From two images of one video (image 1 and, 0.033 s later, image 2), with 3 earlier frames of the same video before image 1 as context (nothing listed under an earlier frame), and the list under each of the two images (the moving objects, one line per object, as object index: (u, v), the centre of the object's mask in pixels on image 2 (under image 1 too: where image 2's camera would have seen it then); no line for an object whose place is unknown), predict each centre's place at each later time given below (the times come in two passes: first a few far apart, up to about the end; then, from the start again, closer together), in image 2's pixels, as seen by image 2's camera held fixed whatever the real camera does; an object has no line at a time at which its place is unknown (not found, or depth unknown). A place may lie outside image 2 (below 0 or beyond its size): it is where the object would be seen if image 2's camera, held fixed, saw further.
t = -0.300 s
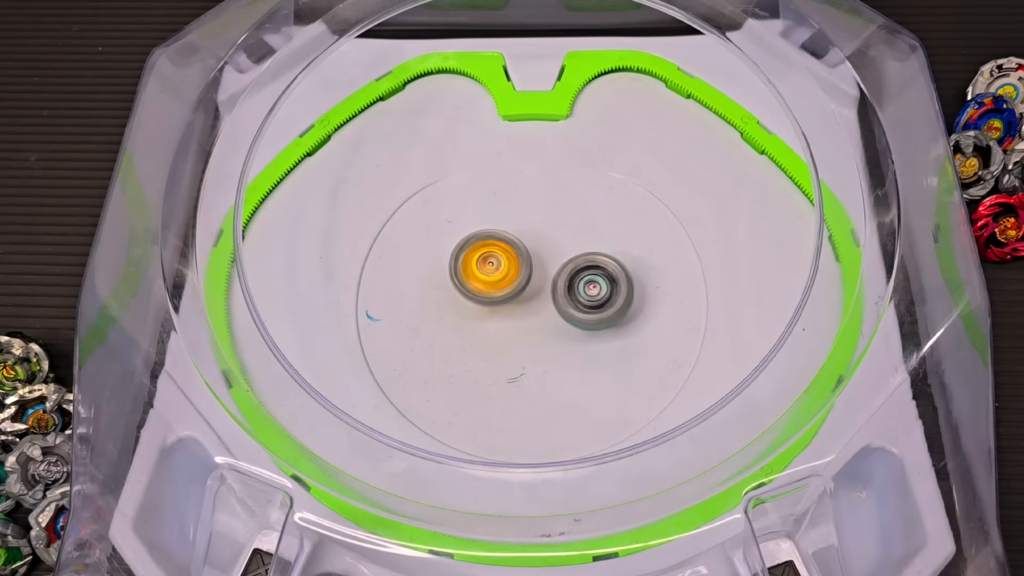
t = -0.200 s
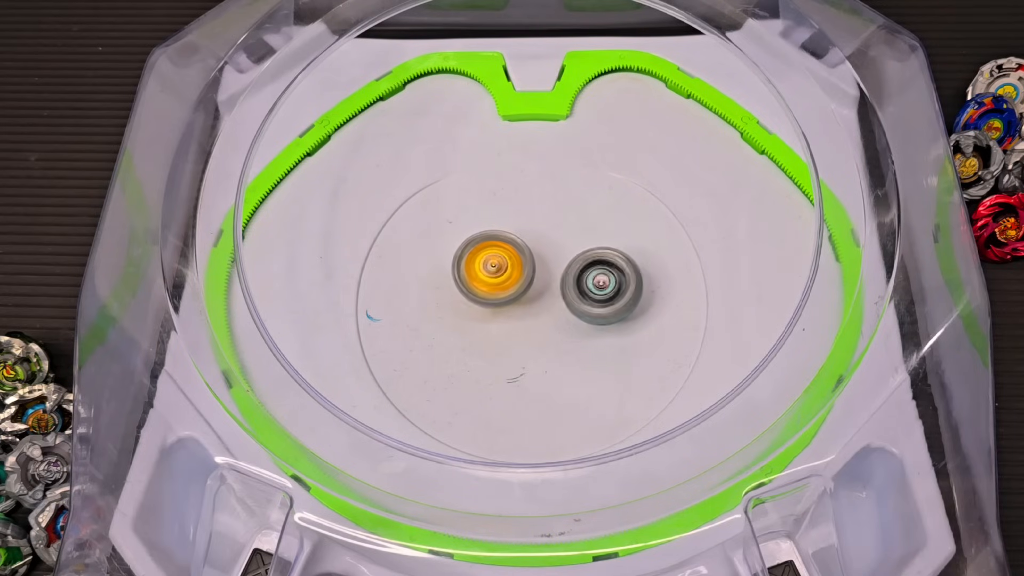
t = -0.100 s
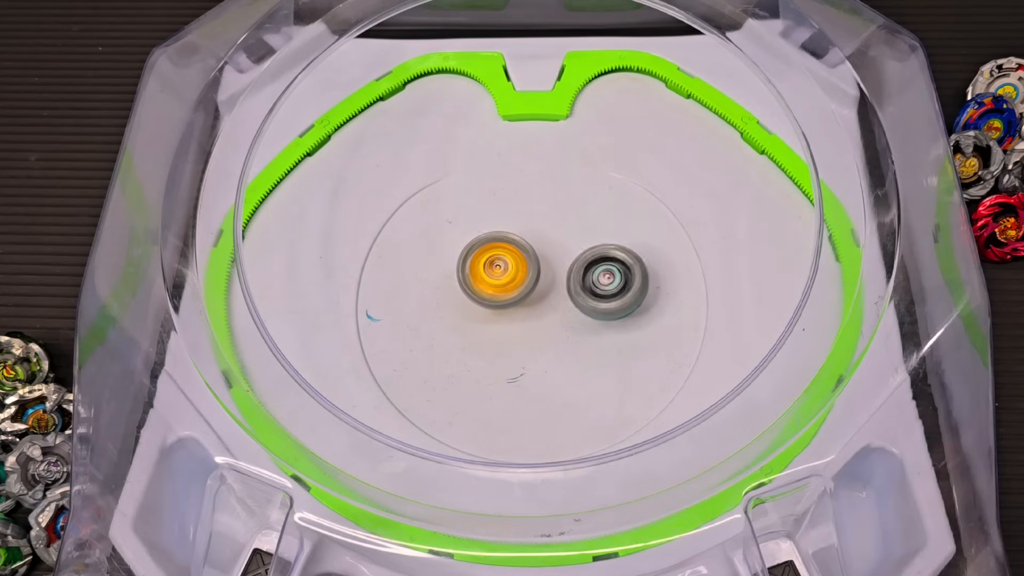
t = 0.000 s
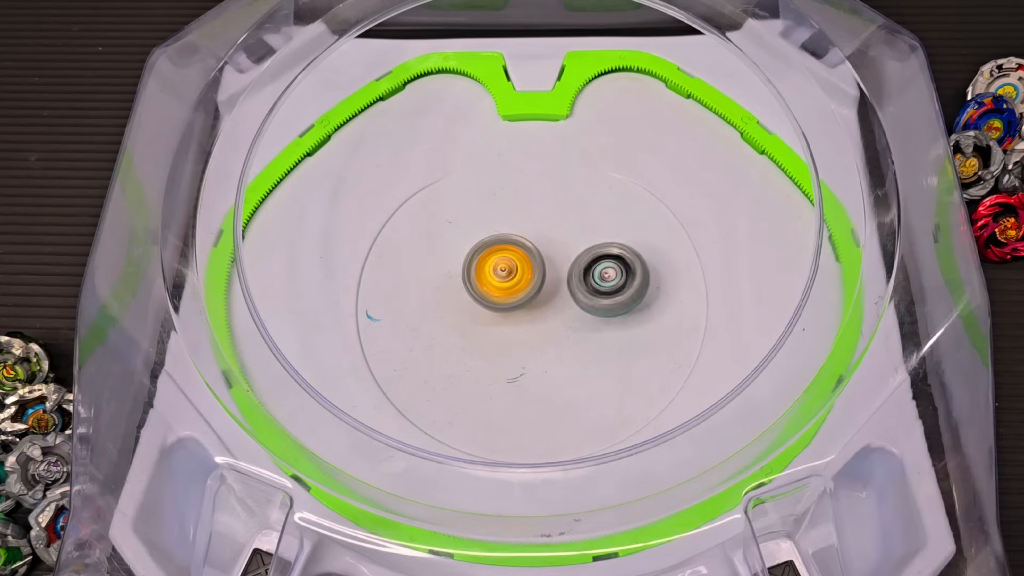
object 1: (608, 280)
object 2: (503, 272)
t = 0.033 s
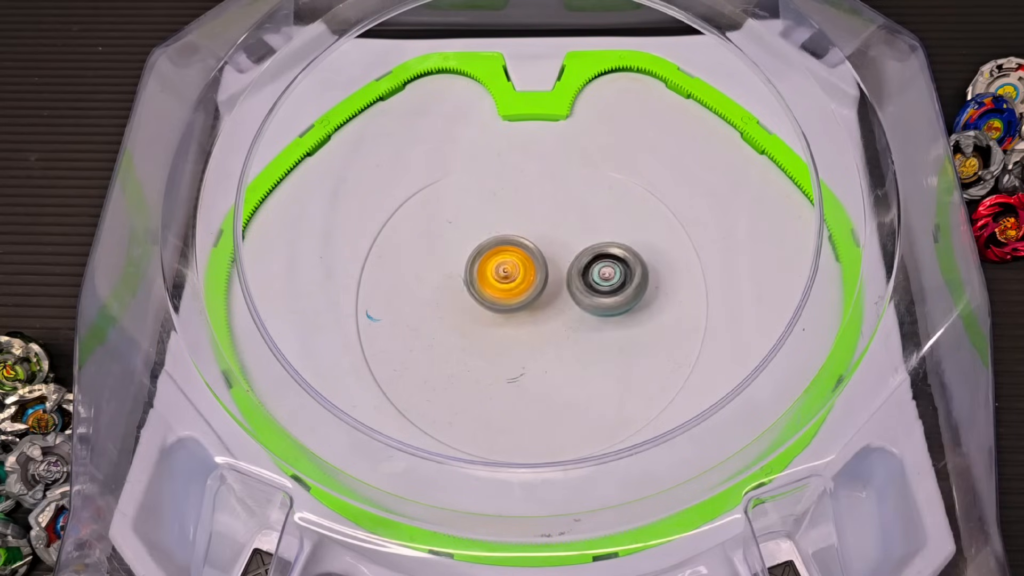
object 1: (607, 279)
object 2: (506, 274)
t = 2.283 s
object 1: (469, 282)
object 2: (556, 274)
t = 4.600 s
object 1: (510, 360)
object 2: (598, 273)
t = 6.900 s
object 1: (605, 261)
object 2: (484, 274)
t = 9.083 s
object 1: (489, 242)
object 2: (569, 303)
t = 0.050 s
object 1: (606, 279)
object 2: (507, 274)
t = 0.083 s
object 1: (605, 278)
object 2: (509, 275)
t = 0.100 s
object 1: (604, 278)
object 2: (511, 276)
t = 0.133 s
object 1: (601, 277)
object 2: (513, 278)
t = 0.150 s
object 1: (601, 277)
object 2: (515, 279)
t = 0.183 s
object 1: (611, 277)
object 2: (499, 279)
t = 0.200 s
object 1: (613, 277)
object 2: (494, 279)
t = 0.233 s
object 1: (612, 277)
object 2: (488, 281)
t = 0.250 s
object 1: (611, 276)
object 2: (487, 283)
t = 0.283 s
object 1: (610, 274)
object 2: (486, 288)
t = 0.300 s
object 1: (610, 273)
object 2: (485, 290)
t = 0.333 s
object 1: (609, 272)
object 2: (484, 293)
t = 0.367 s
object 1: (607, 271)
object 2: (483, 297)
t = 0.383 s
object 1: (606, 271)
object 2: (483, 298)
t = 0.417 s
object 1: (604, 269)
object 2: (482, 301)
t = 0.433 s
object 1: (603, 269)
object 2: (482, 303)
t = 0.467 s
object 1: (600, 268)
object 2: (482, 305)
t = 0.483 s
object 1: (597, 267)
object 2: (482, 306)
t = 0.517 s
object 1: (594, 266)
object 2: (483, 308)
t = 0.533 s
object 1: (593, 265)
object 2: (484, 310)
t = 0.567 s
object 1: (589, 263)
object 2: (485, 312)
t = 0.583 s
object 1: (588, 263)
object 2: (486, 312)
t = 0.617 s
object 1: (584, 261)
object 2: (487, 313)
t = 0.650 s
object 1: (580, 259)
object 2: (489, 314)
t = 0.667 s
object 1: (578, 259)
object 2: (490, 315)
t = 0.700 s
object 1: (575, 257)
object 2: (492, 315)
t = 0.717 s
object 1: (573, 256)
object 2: (493, 316)
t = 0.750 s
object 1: (569, 254)
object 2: (495, 316)
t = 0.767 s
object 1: (568, 253)
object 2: (497, 316)
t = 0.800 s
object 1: (564, 251)
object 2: (500, 316)
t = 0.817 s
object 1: (563, 249)
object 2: (501, 316)
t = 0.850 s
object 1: (560, 247)
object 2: (505, 316)
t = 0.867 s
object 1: (558, 247)
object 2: (506, 316)
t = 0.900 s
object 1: (555, 244)
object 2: (510, 316)
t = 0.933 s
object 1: (552, 242)
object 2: (515, 314)
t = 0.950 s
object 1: (551, 241)
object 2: (517, 314)
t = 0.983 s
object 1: (548, 239)
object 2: (521, 313)
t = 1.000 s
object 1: (547, 237)
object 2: (523, 312)
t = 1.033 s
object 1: (544, 236)
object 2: (528, 311)
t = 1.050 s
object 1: (544, 234)
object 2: (530, 310)
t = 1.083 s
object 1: (541, 233)
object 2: (534, 309)
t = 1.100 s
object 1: (541, 232)
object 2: (536, 308)
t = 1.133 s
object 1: (539, 231)
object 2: (540, 306)
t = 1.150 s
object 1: (538, 231)
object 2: (542, 305)
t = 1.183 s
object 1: (537, 230)
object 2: (546, 304)
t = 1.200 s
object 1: (536, 230)
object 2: (547, 303)
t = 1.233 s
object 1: (535, 228)
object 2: (551, 304)
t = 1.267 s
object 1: (532, 221)
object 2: (555, 316)
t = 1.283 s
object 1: (531, 218)
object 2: (558, 321)
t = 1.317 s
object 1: (532, 217)
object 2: (561, 325)
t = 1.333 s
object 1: (531, 217)
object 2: (564, 326)
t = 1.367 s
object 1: (529, 217)
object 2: (569, 328)
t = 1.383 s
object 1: (528, 217)
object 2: (571, 329)
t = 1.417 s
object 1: (528, 216)
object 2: (575, 331)
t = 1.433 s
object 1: (528, 217)
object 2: (577, 332)
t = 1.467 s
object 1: (528, 218)
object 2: (581, 333)
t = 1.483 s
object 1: (527, 219)
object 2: (582, 334)
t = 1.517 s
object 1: (526, 221)
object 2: (585, 335)
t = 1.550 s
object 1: (526, 223)
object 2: (587, 335)
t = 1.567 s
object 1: (525, 224)
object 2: (588, 335)
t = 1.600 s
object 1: (525, 228)
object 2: (588, 335)
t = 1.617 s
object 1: (524, 229)
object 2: (589, 334)
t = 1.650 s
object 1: (523, 233)
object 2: (590, 334)
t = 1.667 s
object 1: (522, 234)
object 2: (590, 333)
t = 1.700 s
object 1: (521, 238)
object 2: (590, 332)
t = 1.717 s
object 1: (521, 240)
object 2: (590, 332)
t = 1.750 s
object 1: (519, 244)
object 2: (590, 331)
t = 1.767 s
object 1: (518, 246)
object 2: (590, 330)
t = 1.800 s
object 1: (515, 251)
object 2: (589, 329)
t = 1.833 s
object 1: (513, 255)
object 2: (587, 327)
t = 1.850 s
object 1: (511, 257)
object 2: (586, 325)
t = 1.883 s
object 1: (508, 261)
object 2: (585, 323)
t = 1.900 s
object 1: (507, 263)
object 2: (584, 322)
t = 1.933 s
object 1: (503, 267)
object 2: (581, 318)
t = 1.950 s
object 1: (502, 269)
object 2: (580, 317)
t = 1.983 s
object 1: (498, 272)
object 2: (577, 313)
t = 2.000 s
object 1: (497, 274)
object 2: (576, 311)
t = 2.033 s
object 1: (493, 277)
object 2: (573, 307)
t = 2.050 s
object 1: (492, 278)
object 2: (572, 305)
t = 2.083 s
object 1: (487, 279)
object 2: (569, 301)
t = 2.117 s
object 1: (483, 279)
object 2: (567, 298)
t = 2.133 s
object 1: (482, 280)
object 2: (565, 295)
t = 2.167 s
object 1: (478, 282)
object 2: (563, 290)
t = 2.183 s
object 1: (476, 282)
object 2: (562, 288)
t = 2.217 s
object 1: (473, 282)
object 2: (560, 284)
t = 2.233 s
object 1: (472, 282)
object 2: (559, 281)
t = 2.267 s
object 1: (470, 282)
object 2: (557, 277)
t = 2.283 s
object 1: (469, 282)
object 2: (556, 274)
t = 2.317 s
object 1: (466, 282)
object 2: (553, 270)
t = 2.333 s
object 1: (466, 281)
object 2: (552, 268)
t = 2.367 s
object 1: (466, 280)
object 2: (550, 263)
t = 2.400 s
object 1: (466, 279)
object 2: (548, 259)
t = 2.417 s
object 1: (467, 279)
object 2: (547, 257)
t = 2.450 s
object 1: (465, 279)
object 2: (549, 253)
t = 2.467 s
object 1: (465, 278)
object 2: (549, 251)
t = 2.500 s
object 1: (467, 277)
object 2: (549, 247)
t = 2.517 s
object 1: (468, 277)
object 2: (549, 245)
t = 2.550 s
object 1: (471, 278)
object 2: (550, 242)
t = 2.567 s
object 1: (471, 278)
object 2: (550, 240)
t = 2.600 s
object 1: (474, 278)
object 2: (550, 237)
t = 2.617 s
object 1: (476, 278)
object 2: (550, 236)
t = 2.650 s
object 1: (480, 279)
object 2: (550, 235)
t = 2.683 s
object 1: (483, 281)
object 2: (550, 233)
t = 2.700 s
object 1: (485, 282)
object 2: (550, 232)
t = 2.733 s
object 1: (488, 284)
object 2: (551, 231)
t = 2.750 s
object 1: (491, 285)
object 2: (551, 231)
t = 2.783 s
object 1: (491, 289)
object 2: (555, 229)
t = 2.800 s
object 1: (491, 290)
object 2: (556, 229)
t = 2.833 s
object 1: (496, 292)
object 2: (557, 228)
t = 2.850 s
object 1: (498, 294)
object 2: (557, 228)
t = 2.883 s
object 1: (500, 299)
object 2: (559, 228)
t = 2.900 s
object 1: (500, 301)
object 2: (560, 228)
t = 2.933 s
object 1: (502, 305)
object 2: (561, 229)
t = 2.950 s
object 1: (503, 306)
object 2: (562, 229)
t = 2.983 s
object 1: (505, 311)
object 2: (563, 231)
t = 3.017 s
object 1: (505, 314)
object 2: (564, 233)
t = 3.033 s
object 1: (506, 316)
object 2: (564, 234)
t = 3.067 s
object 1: (506, 319)
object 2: (565, 237)
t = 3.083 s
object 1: (507, 320)
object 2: (565, 238)
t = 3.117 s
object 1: (508, 323)
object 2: (565, 241)
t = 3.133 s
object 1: (508, 324)
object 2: (565, 243)
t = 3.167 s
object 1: (508, 327)
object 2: (565, 247)
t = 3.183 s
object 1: (508, 328)
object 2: (565, 249)
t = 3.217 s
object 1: (508, 330)
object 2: (564, 253)
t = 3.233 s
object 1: (508, 331)
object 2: (564, 256)
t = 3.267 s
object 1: (508, 333)
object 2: (563, 261)
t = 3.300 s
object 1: (508, 333)
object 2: (561, 266)
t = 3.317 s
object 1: (508, 334)
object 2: (561, 268)
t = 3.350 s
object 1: (506, 336)
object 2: (561, 270)
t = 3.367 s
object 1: (502, 338)
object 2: (564, 269)
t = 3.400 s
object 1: (498, 340)
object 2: (566, 269)
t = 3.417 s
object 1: (498, 339)
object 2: (567, 270)
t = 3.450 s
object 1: (498, 338)
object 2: (566, 272)
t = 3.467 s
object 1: (499, 339)
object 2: (565, 272)
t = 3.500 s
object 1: (498, 340)
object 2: (565, 274)
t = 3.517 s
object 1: (497, 339)
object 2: (564, 275)
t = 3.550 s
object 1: (496, 337)
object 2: (563, 277)
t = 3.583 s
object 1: (498, 336)
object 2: (562, 279)
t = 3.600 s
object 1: (498, 335)
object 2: (561, 279)
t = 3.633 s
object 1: (495, 336)
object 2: (564, 277)
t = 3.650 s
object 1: (494, 335)
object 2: (566, 277)
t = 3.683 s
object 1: (494, 331)
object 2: (566, 277)
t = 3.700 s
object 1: (495, 330)
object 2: (565, 276)
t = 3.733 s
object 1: (498, 329)
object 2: (564, 275)
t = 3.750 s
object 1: (499, 329)
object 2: (565, 275)
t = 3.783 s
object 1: (499, 328)
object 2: (565, 275)
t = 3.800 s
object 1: (499, 327)
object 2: (566, 274)
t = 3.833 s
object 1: (479, 331)
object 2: (587, 265)
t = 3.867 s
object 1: (449, 338)
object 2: (618, 248)
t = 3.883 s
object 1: (436, 341)
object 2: (632, 240)
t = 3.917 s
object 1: (420, 342)
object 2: (650, 230)
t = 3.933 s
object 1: (416, 342)
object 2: (656, 226)
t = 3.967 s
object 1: (414, 341)
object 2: (661, 222)
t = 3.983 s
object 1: (416, 340)
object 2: (663, 218)
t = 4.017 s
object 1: (418, 341)
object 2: (668, 212)
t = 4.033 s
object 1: (418, 341)
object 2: (671, 210)
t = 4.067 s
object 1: (418, 341)
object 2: (675, 208)
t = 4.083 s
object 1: (418, 341)
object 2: (672, 210)
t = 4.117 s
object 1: (420, 339)
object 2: (664, 212)
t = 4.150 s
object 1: (423, 338)
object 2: (657, 213)
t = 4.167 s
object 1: (424, 337)
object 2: (654, 214)
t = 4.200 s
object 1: (429, 336)
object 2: (650, 213)
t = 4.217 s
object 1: (432, 336)
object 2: (649, 214)
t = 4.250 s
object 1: (438, 336)
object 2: (648, 217)
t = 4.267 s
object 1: (441, 335)
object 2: (648, 219)
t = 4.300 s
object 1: (449, 335)
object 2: (647, 224)
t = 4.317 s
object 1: (452, 335)
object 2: (646, 227)
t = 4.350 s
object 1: (461, 336)
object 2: (644, 233)
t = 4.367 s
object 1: (465, 337)
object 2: (643, 236)
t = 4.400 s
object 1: (473, 340)
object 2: (639, 242)
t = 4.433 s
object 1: (480, 342)
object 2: (634, 248)
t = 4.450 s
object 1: (483, 344)
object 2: (631, 251)
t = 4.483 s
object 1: (490, 346)
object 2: (626, 257)
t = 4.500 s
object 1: (493, 348)
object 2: (622, 260)
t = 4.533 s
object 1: (499, 351)
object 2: (615, 265)
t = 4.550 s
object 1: (502, 354)
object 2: (611, 267)
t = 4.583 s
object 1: (508, 358)
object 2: (603, 271)
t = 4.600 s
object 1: (510, 360)
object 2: (598, 273)
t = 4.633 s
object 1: (514, 365)
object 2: (589, 276)
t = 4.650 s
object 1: (516, 367)
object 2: (584, 278)
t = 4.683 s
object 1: (520, 372)
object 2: (574, 280)
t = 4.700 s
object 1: (521, 374)
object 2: (569, 281)
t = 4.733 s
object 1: (523, 379)
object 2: (558, 283)
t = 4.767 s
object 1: (523, 383)
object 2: (547, 283)
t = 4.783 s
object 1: (524, 384)
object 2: (542, 283)
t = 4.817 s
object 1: (524, 387)
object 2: (532, 283)
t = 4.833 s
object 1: (524, 388)
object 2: (526, 282)
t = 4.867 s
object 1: (524, 390)
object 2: (516, 280)
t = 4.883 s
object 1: (523, 390)
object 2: (511, 279)
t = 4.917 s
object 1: (522, 390)
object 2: (501, 276)
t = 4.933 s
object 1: (522, 389)
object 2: (497, 275)
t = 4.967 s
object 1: (522, 388)
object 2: (489, 271)
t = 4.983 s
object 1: (523, 387)
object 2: (484, 269)
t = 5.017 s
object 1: (522, 384)
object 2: (477, 264)
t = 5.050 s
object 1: (523, 381)
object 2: (471, 260)
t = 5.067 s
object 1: (524, 379)
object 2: (468, 257)
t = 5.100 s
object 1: (526, 375)
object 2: (462, 252)
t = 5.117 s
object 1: (528, 372)
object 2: (460, 249)
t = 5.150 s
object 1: (532, 368)
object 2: (456, 243)
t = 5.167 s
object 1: (533, 366)
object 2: (454, 240)
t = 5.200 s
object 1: (537, 361)
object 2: (451, 235)
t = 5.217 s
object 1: (540, 358)
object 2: (451, 232)
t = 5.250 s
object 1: (546, 354)
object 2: (450, 227)
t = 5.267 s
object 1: (549, 352)
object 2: (449, 225)
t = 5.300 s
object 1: (556, 349)
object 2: (449, 221)
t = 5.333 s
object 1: (562, 346)
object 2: (451, 217)
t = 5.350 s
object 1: (565, 345)
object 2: (451, 215)
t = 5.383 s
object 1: (571, 343)
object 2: (454, 212)
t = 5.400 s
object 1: (575, 342)
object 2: (455, 211)
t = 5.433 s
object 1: (582, 340)
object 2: (459, 209)
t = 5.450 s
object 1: (586, 339)
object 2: (461, 209)
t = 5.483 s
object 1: (593, 339)
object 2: (466, 208)
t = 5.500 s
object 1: (597, 339)
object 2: (468, 208)
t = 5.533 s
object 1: (603, 339)
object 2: (474, 209)
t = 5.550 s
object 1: (606, 339)
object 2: (477, 210)
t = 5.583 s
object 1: (610, 340)
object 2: (483, 212)
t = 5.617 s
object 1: (614, 342)
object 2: (488, 215)
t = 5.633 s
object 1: (615, 342)
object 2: (492, 217)
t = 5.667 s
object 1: (618, 343)
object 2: (497, 221)
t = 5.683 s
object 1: (619, 344)
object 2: (500, 224)
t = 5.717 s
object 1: (620, 345)
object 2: (505, 229)
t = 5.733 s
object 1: (620, 346)
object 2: (508, 231)
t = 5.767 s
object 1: (620, 347)
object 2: (513, 237)
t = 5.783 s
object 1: (619, 347)
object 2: (515, 241)
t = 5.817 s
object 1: (618, 346)
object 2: (520, 247)
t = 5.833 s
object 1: (617, 346)
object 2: (521, 251)
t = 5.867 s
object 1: (615, 345)
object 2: (525, 258)
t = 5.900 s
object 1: (611, 343)
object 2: (529, 266)
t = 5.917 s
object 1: (609, 342)
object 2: (530, 269)
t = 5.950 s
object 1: (606, 338)
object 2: (532, 277)
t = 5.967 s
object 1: (605, 336)
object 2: (533, 281)
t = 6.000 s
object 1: (604, 333)
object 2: (534, 289)
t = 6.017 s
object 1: (607, 333)
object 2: (530, 288)
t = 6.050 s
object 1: (606, 332)
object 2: (525, 290)
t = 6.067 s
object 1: (605, 331)
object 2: (525, 291)
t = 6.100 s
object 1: (601, 323)
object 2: (523, 298)
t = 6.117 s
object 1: (604, 320)
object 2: (519, 300)
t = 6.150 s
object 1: (610, 320)
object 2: (510, 303)
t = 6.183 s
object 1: (612, 319)
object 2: (506, 306)
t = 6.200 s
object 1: (611, 317)
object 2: (503, 307)
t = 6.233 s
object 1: (611, 312)
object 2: (496, 310)
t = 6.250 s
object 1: (612, 309)
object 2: (492, 311)
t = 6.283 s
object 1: (617, 304)
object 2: (486, 312)
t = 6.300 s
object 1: (619, 303)
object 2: (483, 312)
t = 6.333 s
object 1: (622, 301)
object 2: (477, 313)
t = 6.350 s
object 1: (623, 301)
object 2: (474, 313)
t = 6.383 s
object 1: (624, 299)
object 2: (468, 312)
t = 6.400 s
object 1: (625, 297)
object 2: (465, 311)
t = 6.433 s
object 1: (626, 295)
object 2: (461, 310)
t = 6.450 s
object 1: (627, 294)
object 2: (459, 309)
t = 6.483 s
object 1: (628, 292)
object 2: (455, 306)
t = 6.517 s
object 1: (628, 291)
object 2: (453, 304)
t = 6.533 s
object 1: (627, 291)
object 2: (452, 302)
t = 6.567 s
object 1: (626, 289)
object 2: (451, 298)
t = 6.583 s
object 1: (625, 288)
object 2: (451, 297)
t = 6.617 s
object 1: (625, 286)
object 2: (451, 294)
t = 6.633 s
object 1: (624, 285)
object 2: (451, 292)
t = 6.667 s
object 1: (622, 283)
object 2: (453, 289)
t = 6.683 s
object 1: (621, 283)
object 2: (453, 287)
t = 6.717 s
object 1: (618, 280)
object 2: (456, 284)
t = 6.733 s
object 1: (617, 279)
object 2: (458, 282)
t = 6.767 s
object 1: (615, 275)
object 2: (462, 280)
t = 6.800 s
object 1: (612, 272)
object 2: (467, 278)
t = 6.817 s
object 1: (611, 271)
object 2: (470, 277)
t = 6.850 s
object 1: (608, 267)
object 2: (475, 275)
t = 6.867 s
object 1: (607, 265)
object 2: (478, 275)
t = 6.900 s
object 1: (605, 261)
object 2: (484, 274)
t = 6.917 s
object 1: (604, 259)
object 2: (487, 273)
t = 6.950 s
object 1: (603, 256)
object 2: (494, 273)
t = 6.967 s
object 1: (602, 254)
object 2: (497, 273)
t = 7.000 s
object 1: (601, 250)
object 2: (504, 274)
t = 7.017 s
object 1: (600, 248)
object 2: (508, 274)
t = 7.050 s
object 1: (599, 245)
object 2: (515, 275)
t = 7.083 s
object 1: (598, 241)
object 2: (521, 277)
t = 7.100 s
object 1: (597, 240)
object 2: (525, 278)
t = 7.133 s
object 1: (598, 238)
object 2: (530, 281)
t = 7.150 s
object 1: (599, 237)
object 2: (532, 283)
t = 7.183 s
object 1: (600, 236)
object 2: (537, 286)
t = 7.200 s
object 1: (601, 235)
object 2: (538, 290)
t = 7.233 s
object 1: (602, 235)
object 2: (538, 296)
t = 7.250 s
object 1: (602, 235)
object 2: (539, 298)
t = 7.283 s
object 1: (601, 235)
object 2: (543, 302)
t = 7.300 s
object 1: (600, 234)
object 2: (545, 305)
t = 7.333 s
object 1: (600, 232)
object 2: (547, 312)
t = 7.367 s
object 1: (600, 232)
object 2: (547, 317)
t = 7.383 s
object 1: (600, 233)
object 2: (548, 319)
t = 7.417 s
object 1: (598, 235)
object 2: (549, 324)
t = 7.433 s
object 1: (597, 235)
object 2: (549, 328)
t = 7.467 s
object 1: (593, 237)
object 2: (548, 333)
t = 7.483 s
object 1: (591, 237)
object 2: (548, 336)
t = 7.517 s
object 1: (588, 238)
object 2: (547, 340)
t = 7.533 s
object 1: (586, 239)
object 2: (546, 341)
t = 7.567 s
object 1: (583, 240)
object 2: (544, 345)
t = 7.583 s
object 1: (580, 240)
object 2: (543, 347)
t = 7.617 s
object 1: (576, 241)
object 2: (541, 349)
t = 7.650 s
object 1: (570, 240)
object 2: (538, 351)
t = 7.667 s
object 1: (568, 240)
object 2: (537, 352)
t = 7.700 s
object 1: (563, 238)
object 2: (534, 351)
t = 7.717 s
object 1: (561, 238)
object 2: (533, 352)
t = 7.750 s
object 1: (556, 235)
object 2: (530, 351)
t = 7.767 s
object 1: (554, 234)
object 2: (528, 351)
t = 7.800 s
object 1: (551, 232)
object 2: (525, 349)
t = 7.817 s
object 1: (549, 231)
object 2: (524, 348)
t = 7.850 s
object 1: (545, 228)
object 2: (522, 345)
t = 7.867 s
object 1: (545, 227)
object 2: (521, 343)
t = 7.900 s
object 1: (542, 225)
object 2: (519, 339)
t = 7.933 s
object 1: (540, 222)
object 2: (518, 335)
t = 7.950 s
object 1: (540, 221)
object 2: (518, 332)
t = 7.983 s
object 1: (537, 219)
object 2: (518, 327)
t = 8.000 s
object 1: (537, 218)
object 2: (517, 325)
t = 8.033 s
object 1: (537, 218)
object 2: (518, 320)
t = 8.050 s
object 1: (537, 218)
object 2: (519, 317)
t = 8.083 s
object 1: (536, 218)
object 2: (520, 312)
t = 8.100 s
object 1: (536, 218)
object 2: (521, 310)
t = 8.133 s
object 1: (535, 219)
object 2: (523, 304)
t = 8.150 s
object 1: (535, 219)
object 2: (524, 302)
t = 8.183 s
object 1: (535, 221)
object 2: (527, 297)
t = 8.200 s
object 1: (534, 221)
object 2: (529, 295)
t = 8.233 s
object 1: (537, 214)
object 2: (528, 303)
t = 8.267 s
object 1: (541, 210)
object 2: (527, 310)
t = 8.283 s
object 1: (544, 210)
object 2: (528, 312)
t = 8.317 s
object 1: (545, 214)
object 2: (531, 311)
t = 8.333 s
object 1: (544, 216)
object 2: (534, 311)
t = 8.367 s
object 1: (538, 220)
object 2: (540, 312)
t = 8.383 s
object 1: (536, 220)
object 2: (541, 313)
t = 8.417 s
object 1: (533, 220)
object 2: (544, 313)
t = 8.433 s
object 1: (533, 220)
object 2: (547, 313)
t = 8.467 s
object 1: (533, 220)
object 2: (551, 314)
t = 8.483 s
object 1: (533, 222)
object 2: (553, 314)
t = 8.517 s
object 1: (531, 226)
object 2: (556, 315)
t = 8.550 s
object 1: (527, 230)
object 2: (559, 315)
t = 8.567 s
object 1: (524, 231)
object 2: (561, 315)
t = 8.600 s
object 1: (519, 232)
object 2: (563, 316)
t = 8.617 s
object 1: (517, 232)
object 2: (564, 316)
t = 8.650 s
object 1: (516, 233)
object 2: (566, 316)
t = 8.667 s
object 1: (514, 233)
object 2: (568, 316)
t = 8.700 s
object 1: (512, 235)
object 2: (569, 316)
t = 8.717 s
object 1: (511, 236)
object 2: (570, 316)
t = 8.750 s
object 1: (506, 237)
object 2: (571, 316)
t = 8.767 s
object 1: (504, 238)
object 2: (571, 316)
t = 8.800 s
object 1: (499, 237)
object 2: (572, 315)
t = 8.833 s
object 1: (497, 237)
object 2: (572, 314)
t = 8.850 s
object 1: (496, 236)
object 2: (572, 314)
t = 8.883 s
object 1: (495, 237)
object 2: (573, 313)
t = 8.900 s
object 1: (494, 238)
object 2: (572, 313)
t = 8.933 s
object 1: (493, 239)
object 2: (572, 312)
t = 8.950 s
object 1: (492, 239)
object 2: (571, 311)
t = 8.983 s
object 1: (489, 240)
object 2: (571, 309)
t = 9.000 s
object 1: (488, 240)
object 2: (571, 308)
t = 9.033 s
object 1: (488, 240)
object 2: (570, 306)
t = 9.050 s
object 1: (488, 240)
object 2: (570, 305)
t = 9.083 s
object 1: (489, 242)
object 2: (569, 303)
